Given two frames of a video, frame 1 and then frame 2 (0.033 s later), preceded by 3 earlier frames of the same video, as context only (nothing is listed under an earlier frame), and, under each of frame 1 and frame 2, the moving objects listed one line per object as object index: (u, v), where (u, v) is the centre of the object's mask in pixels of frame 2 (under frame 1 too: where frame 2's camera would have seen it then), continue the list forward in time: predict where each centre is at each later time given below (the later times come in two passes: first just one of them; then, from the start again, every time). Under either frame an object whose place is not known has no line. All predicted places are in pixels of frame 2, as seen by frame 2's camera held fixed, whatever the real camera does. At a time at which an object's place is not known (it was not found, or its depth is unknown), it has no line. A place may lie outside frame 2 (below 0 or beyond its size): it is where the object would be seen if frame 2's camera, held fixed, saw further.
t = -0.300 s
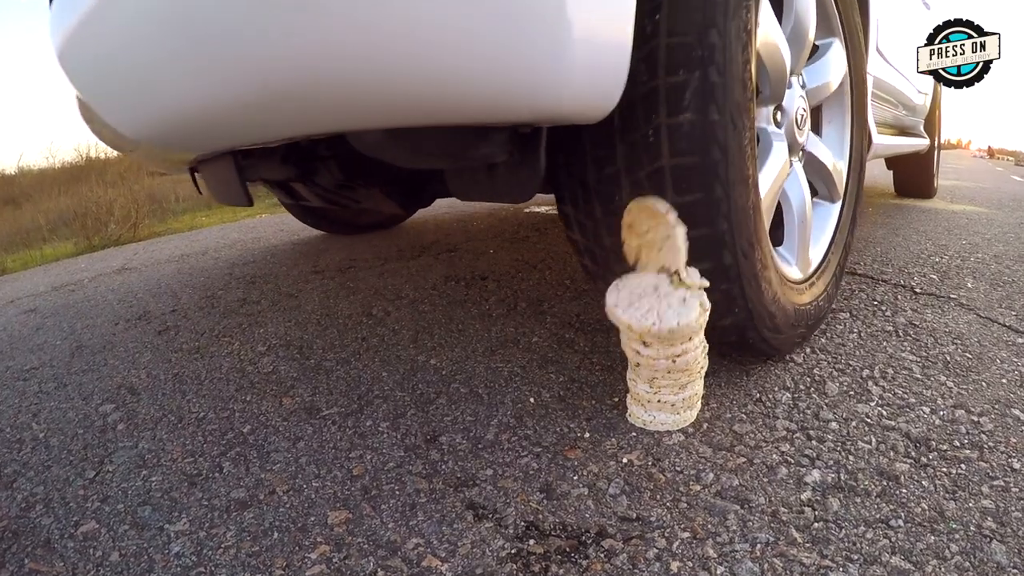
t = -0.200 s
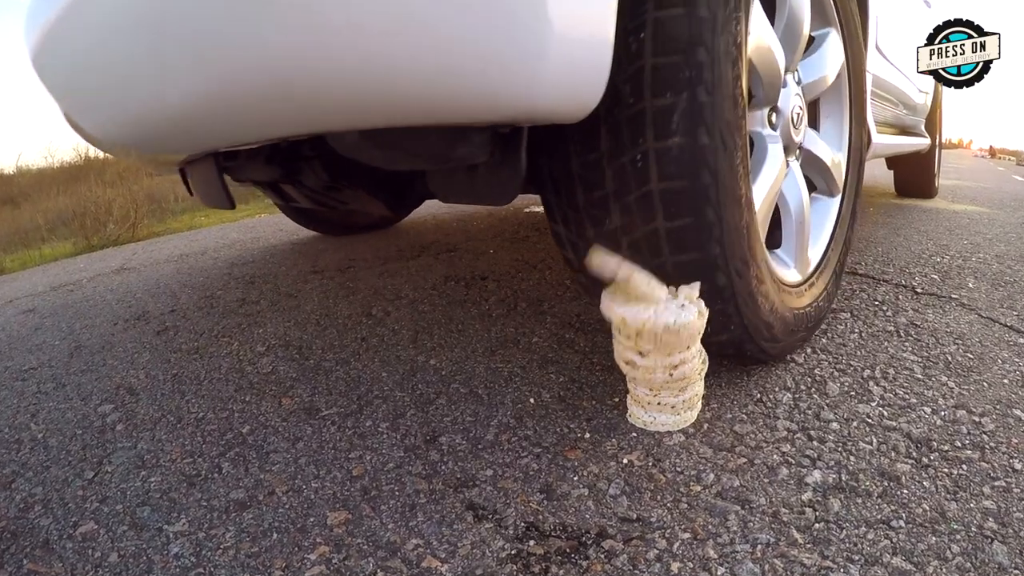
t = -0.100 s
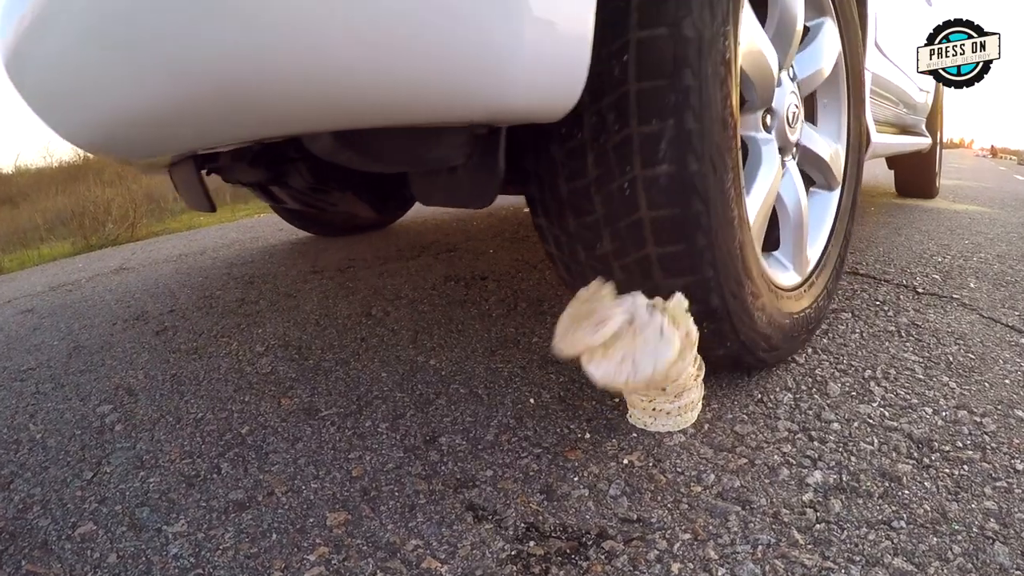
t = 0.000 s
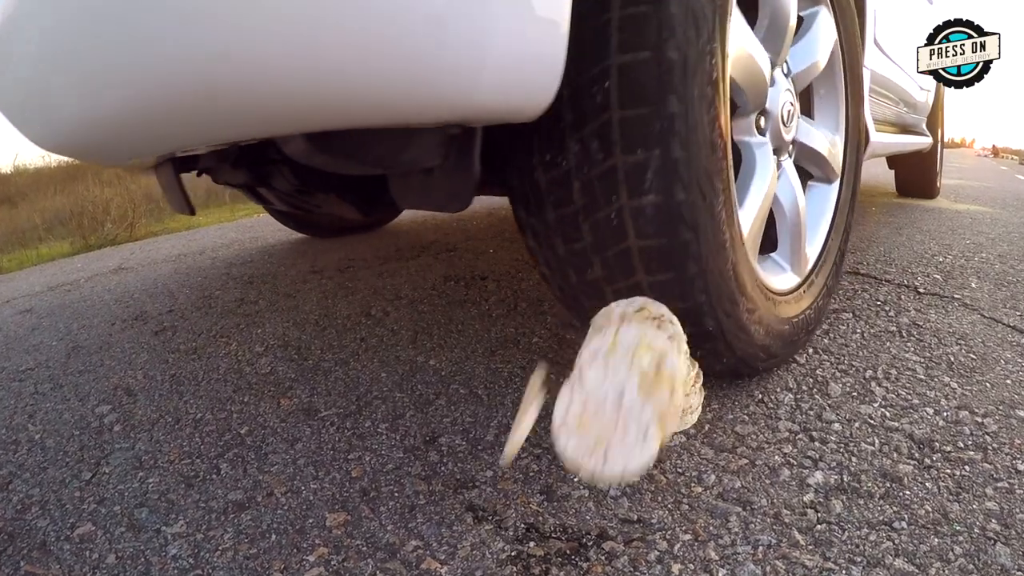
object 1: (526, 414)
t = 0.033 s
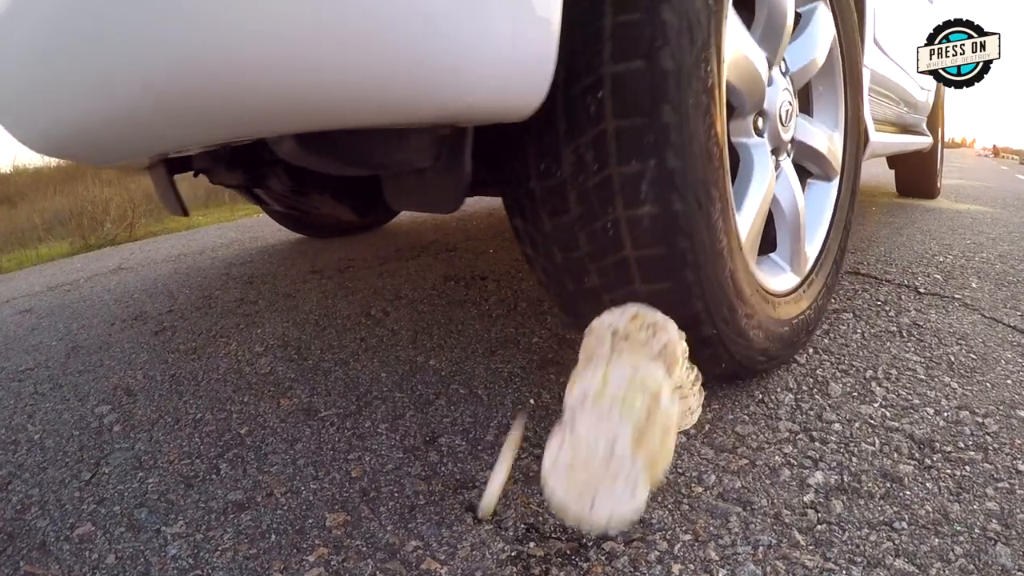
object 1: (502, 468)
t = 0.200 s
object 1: (451, 535)
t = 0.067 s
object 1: (489, 482)
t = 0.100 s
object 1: (476, 503)
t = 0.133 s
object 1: (466, 516)
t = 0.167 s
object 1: (458, 527)
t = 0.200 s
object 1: (451, 535)
